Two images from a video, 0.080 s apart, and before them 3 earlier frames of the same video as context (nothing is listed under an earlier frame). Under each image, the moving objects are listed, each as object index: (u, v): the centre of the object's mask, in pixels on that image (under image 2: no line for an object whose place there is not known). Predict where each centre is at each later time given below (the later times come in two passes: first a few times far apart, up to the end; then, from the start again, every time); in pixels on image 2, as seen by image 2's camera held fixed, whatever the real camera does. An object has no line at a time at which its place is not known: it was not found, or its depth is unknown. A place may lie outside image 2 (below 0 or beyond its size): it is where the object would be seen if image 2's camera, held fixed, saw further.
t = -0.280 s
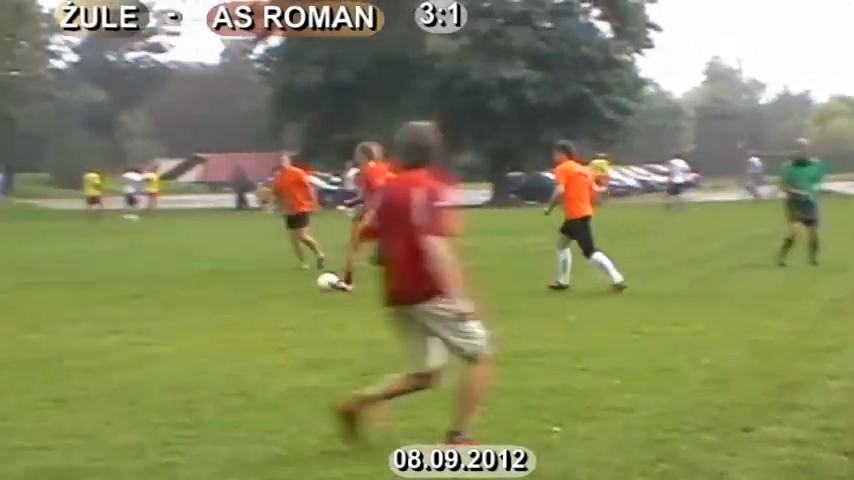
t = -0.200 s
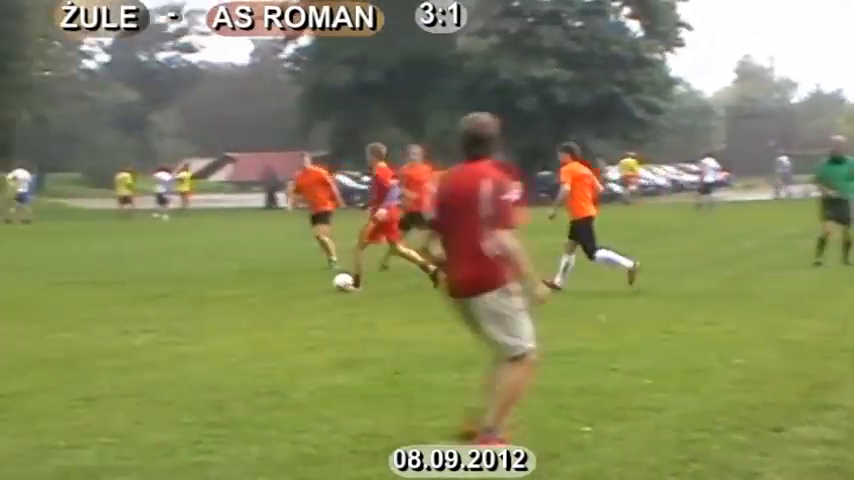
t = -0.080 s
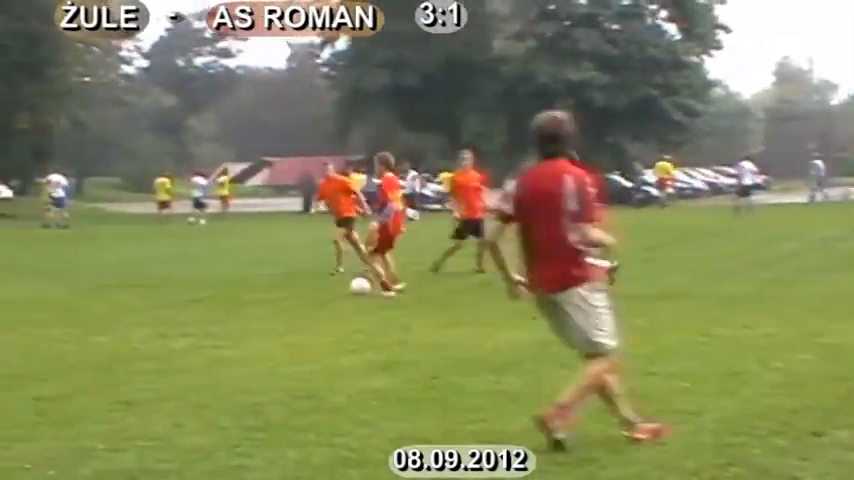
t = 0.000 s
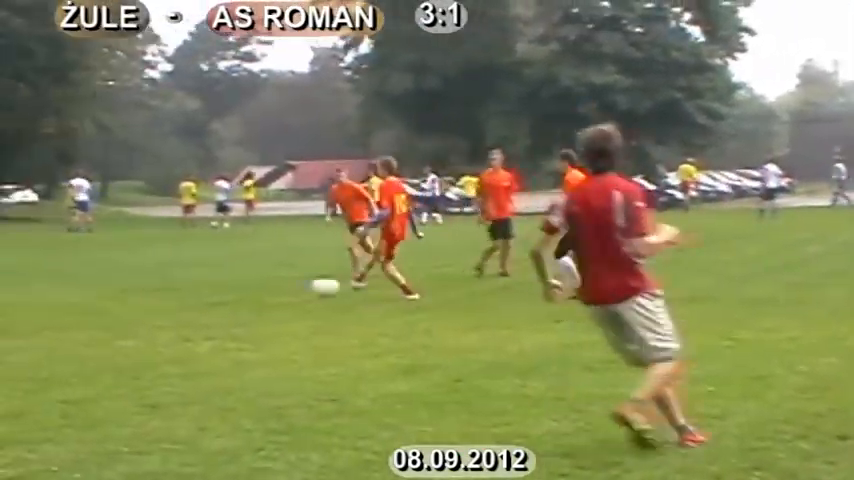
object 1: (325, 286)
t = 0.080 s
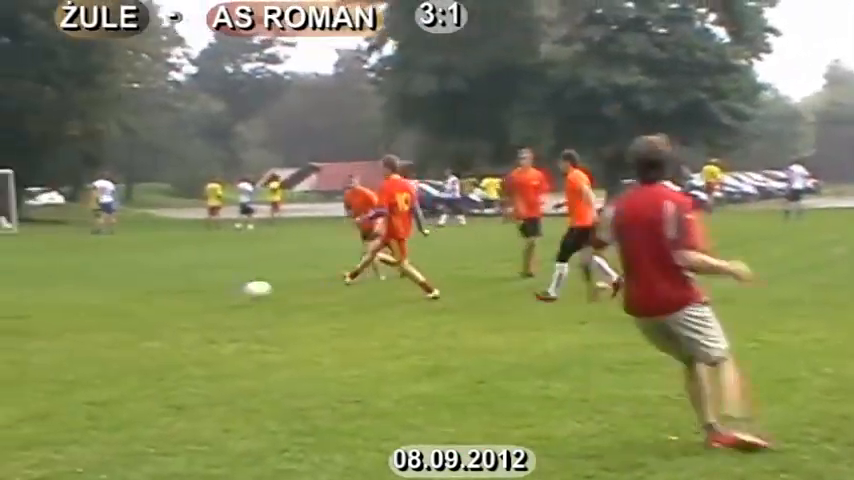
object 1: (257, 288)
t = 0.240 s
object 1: (93, 293)
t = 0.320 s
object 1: (22, 295)
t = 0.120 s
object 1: (212, 290)
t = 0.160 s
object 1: (170, 293)
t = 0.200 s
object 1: (130, 292)
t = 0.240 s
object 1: (93, 293)
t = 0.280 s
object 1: (57, 294)
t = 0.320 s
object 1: (22, 295)
